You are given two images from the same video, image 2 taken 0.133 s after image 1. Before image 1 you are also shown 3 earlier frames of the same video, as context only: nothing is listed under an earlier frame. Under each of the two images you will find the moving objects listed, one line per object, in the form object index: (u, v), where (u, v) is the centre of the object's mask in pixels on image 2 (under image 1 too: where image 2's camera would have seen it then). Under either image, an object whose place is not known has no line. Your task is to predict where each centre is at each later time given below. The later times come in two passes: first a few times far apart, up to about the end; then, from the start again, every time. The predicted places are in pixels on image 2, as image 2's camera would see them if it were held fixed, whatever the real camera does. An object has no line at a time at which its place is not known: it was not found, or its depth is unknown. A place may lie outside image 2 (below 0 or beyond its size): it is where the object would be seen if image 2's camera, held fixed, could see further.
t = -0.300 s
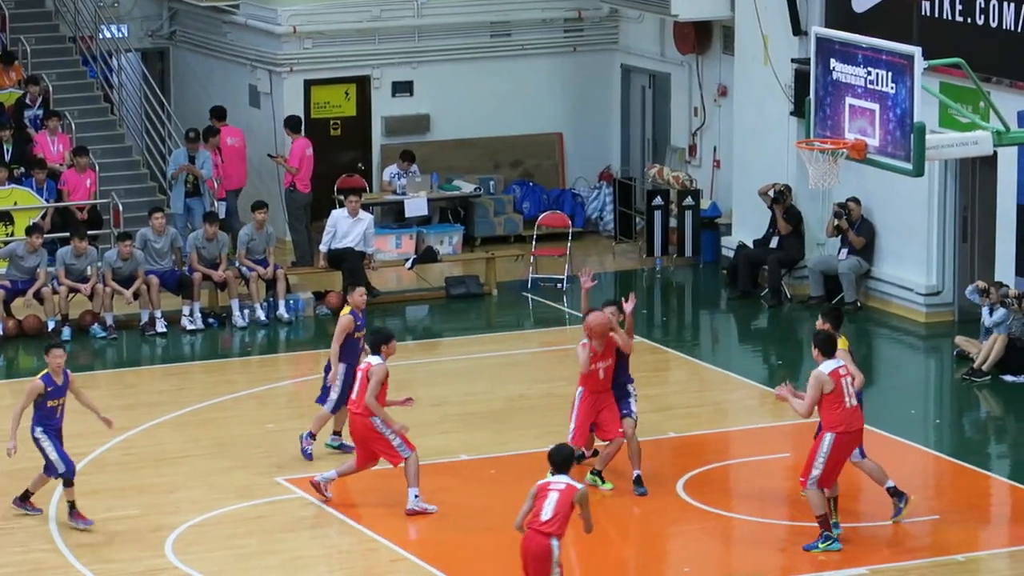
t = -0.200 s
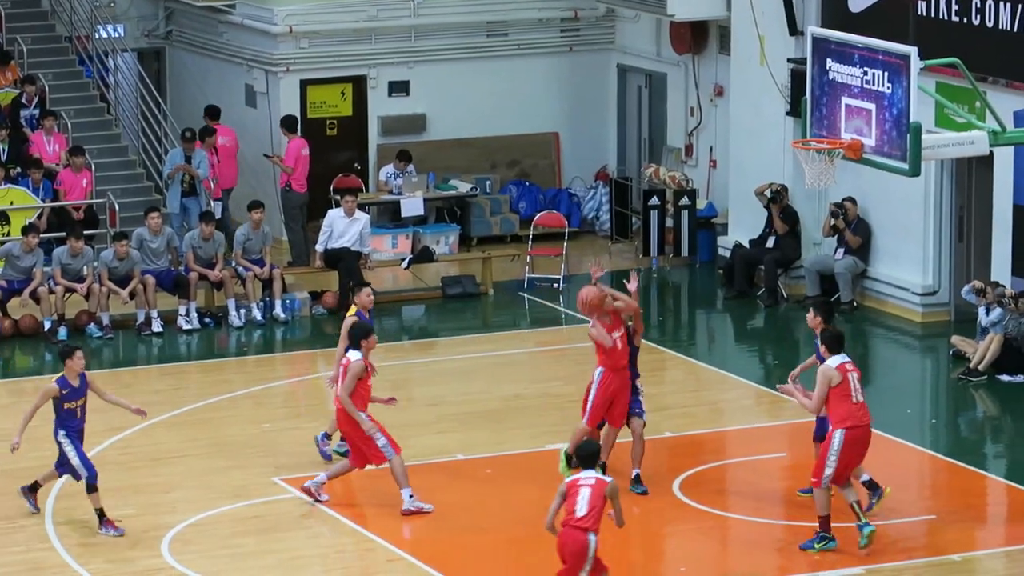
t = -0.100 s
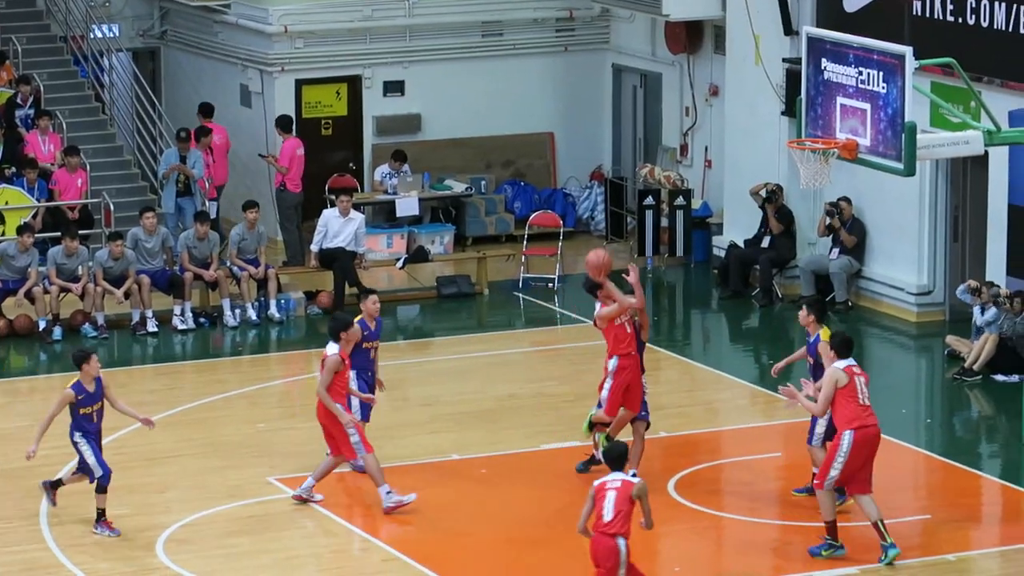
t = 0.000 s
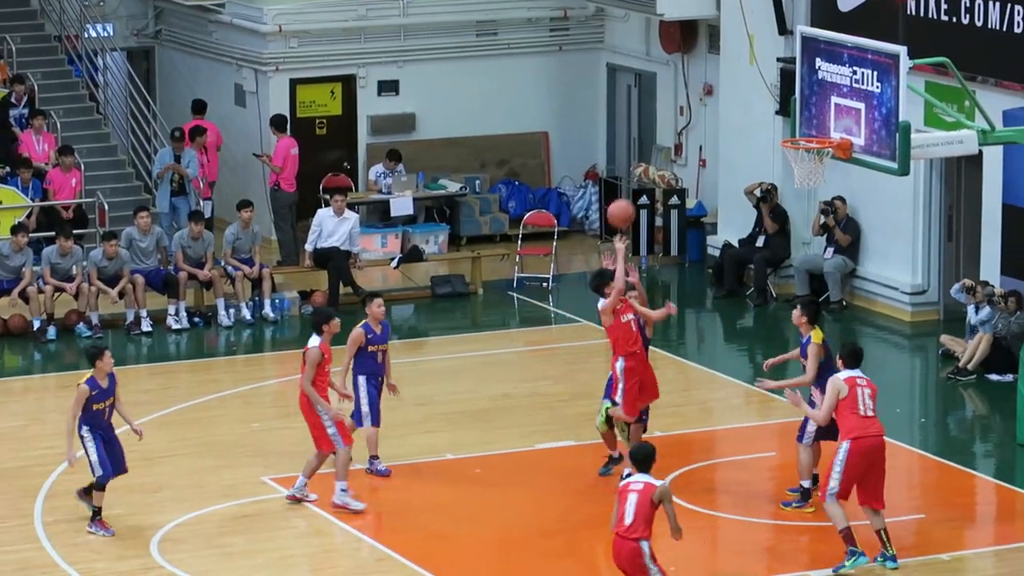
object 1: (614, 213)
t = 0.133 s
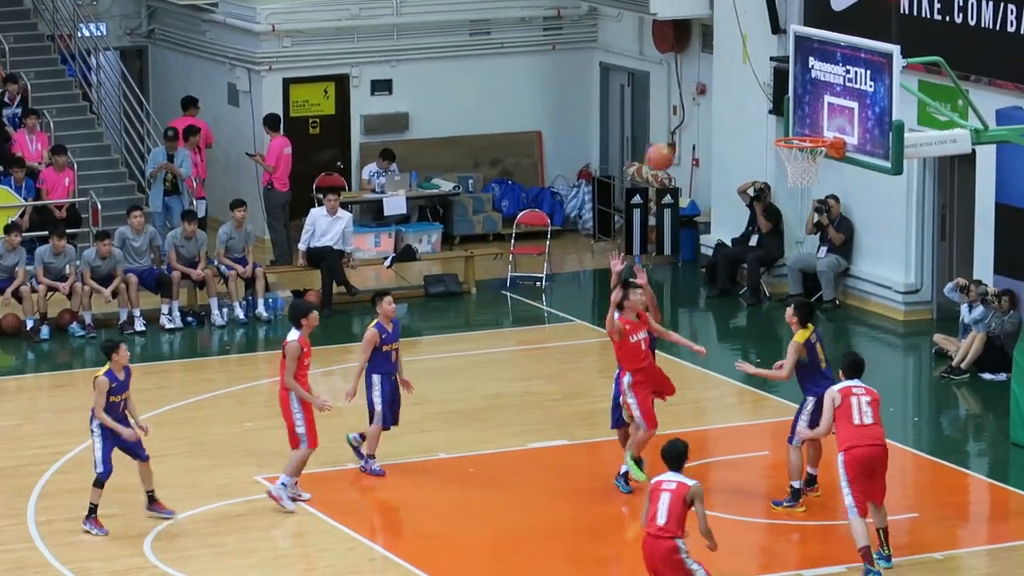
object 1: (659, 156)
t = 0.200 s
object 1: (682, 137)
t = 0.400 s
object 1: (748, 107)
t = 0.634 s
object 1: (824, 129)
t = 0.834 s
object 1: (834, 95)
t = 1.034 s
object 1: (822, 102)
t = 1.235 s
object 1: (807, 145)
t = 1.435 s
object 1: (792, 185)
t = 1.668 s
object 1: (781, 258)
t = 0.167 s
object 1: (671, 146)
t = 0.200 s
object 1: (682, 137)
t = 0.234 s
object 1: (694, 129)
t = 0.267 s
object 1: (704, 122)
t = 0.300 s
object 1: (715, 116)
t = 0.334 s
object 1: (726, 112)
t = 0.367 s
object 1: (737, 109)
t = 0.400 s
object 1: (748, 107)
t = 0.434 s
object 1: (759, 106)
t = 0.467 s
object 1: (770, 107)
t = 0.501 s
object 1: (781, 108)
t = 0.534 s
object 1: (791, 112)
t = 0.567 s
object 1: (803, 117)
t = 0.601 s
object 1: (813, 122)
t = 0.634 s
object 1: (824, 129)
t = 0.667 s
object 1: (827, 123)
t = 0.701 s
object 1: (830, 115)
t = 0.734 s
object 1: (832, 108)
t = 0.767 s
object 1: (834, 103)
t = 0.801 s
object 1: (836, 98)
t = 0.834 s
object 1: (834, 95)
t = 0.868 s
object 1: (832, 94)
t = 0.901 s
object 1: (831, 93)
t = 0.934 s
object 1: (829, 93)
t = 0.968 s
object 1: (826, 95)
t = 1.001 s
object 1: (824, 98)
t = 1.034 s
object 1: (822, 102)
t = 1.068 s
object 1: (820, 108)
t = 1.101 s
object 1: (818, 115)
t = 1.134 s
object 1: (815, 123)
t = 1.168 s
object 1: (814, 132)
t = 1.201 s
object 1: (811, 136)
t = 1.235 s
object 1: (807, 145)
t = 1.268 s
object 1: (804, 153)
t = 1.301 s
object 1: (801, 158)
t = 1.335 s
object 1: (797, 166)
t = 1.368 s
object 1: (794, 173)
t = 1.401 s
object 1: (793, 179)
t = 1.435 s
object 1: (792, 185)
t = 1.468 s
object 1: (791, 191)
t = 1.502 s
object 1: (789, 199)
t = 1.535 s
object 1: (788, 209)
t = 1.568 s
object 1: (786, 219)
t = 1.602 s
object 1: (785, 231)
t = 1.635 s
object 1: (783, 244)
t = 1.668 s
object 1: (781, 258)
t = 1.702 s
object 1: (780, 274)
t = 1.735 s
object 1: (776, 290)
